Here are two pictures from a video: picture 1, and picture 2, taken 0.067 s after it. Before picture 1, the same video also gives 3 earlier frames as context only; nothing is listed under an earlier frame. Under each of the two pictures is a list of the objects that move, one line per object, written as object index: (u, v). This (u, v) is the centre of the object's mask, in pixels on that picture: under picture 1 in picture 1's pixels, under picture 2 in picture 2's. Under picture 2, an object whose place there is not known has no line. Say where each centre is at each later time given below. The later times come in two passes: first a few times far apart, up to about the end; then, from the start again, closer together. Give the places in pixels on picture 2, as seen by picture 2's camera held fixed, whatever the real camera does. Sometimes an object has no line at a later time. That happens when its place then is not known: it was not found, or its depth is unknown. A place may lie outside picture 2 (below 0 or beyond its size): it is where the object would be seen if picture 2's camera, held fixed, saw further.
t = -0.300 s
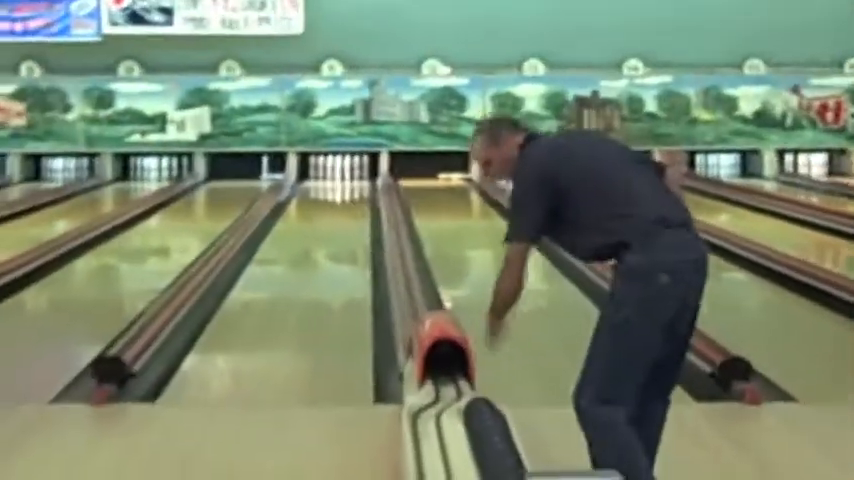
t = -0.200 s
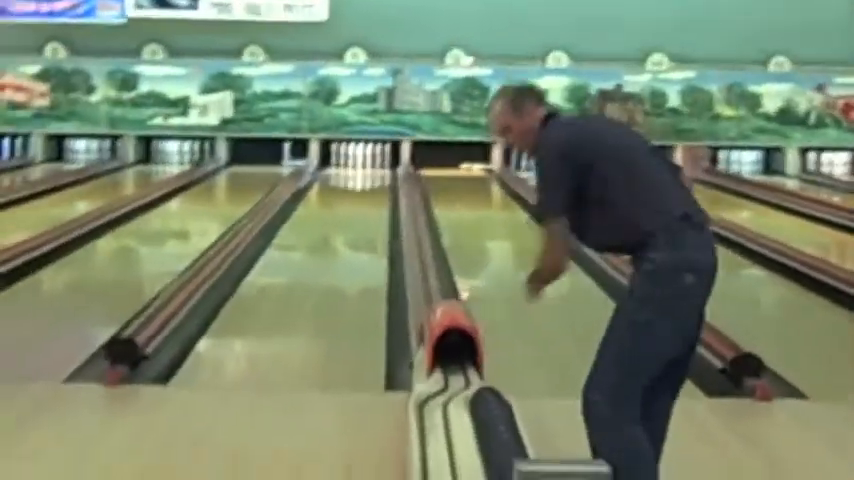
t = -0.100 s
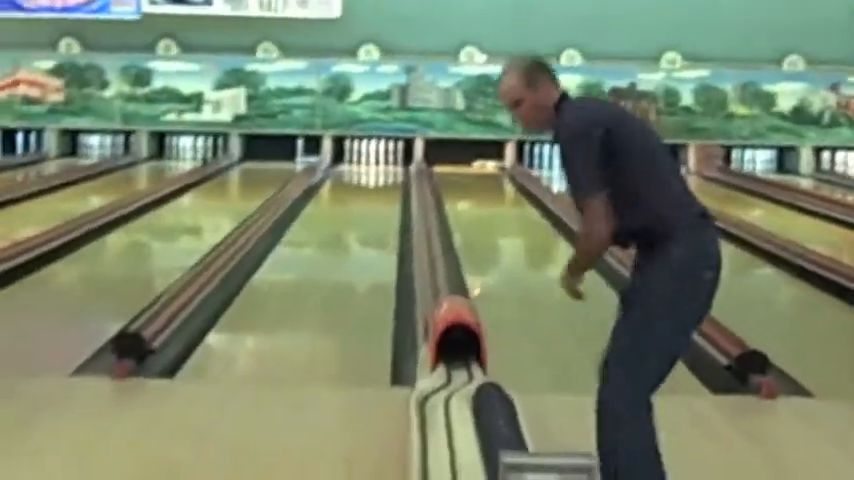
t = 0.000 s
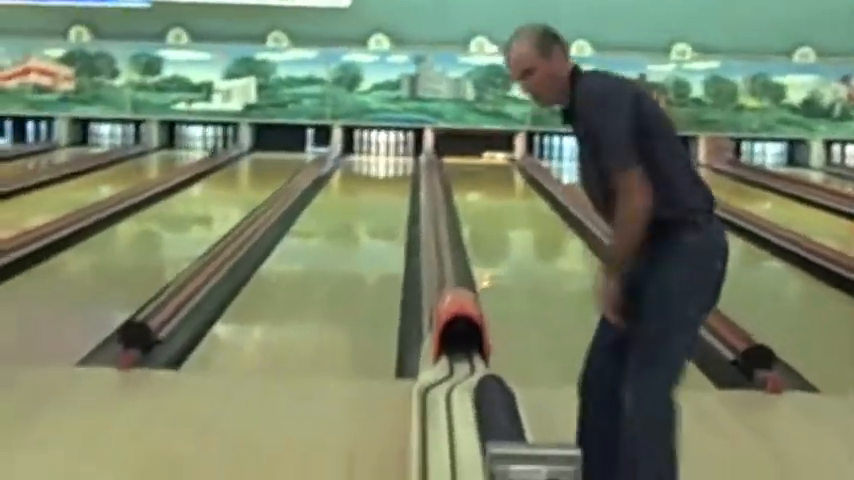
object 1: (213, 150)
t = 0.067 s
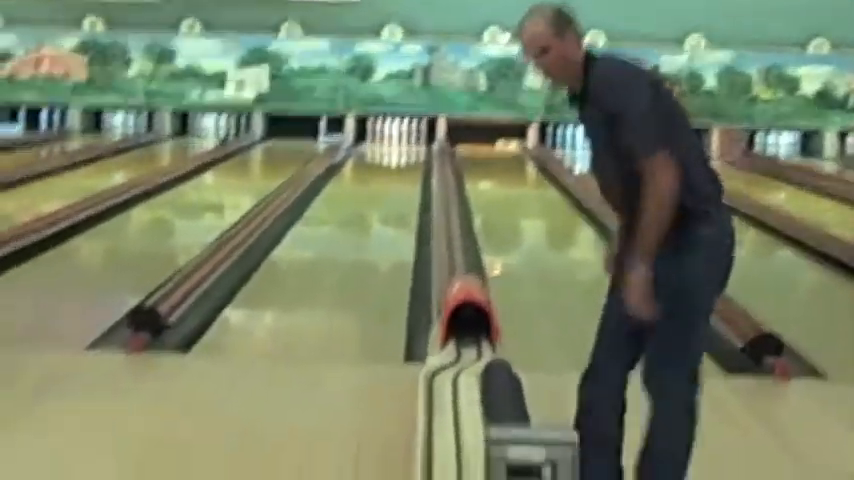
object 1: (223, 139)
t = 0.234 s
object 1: (217, 143)
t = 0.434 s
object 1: (208, 147)
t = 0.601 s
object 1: (204, 149)
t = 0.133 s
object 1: (222, 141)
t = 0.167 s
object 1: (220, 142)
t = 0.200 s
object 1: (218, 142)
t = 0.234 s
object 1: (217, 143)
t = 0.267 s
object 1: (216, 144)
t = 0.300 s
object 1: (216, 145)
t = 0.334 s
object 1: (213, 145)
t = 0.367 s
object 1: (212, 145)
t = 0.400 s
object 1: (210, 146)
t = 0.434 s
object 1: (208, 147)
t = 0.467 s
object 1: (208, 147)
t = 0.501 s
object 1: (207, 148)
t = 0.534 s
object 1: (205, 148)
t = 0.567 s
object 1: (204, 149)
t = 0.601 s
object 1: (204, 149)
